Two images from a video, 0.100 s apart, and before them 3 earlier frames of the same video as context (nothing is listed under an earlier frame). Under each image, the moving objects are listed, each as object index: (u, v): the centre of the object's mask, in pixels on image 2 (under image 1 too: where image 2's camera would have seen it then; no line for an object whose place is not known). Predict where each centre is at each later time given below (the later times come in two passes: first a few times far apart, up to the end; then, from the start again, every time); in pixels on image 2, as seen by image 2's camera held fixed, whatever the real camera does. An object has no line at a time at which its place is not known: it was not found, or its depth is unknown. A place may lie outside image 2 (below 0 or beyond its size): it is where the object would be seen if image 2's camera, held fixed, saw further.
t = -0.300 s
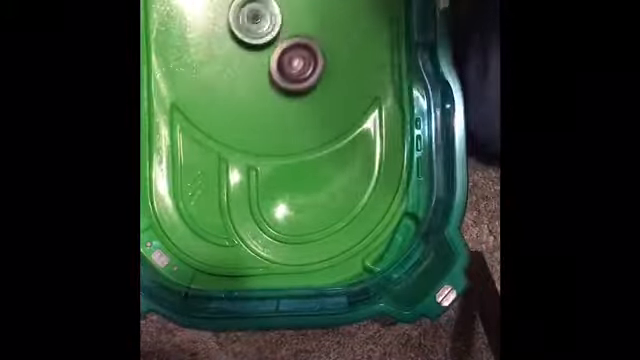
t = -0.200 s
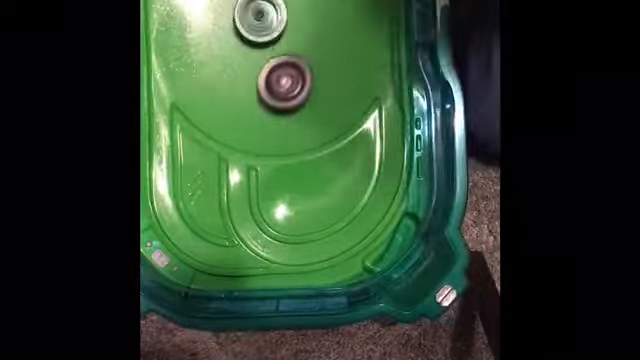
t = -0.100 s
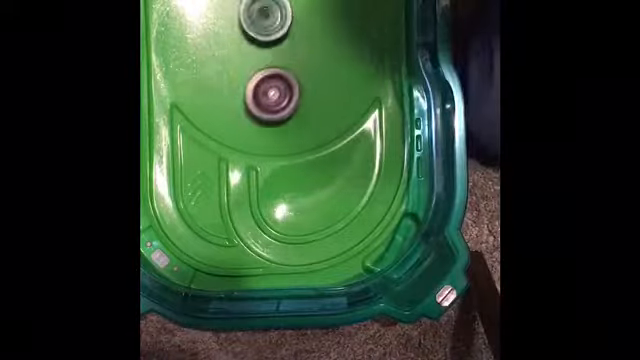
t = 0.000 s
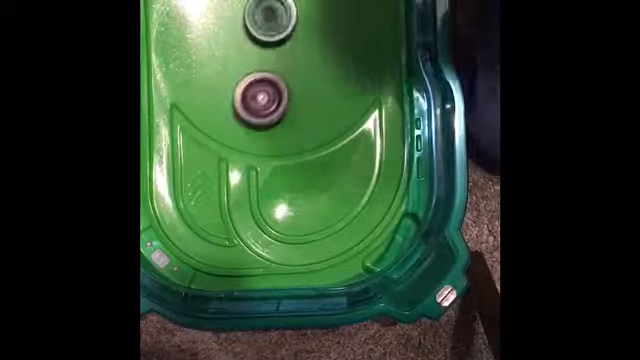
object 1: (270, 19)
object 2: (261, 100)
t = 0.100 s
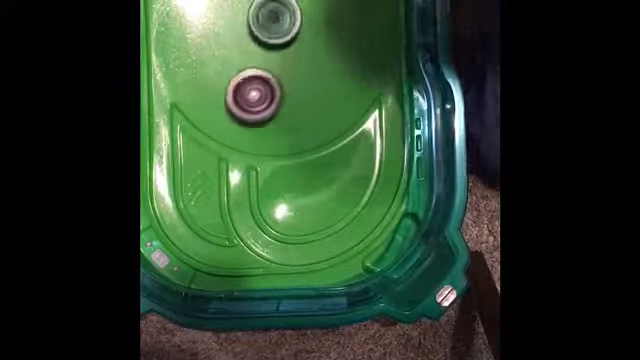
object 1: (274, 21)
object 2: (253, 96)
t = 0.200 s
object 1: (277, 24)
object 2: (247, 88)
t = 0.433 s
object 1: (284, 33)
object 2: (222, 61)
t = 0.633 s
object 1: (287, 36)
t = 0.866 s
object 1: (281, 41)
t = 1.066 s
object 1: (273, 44)
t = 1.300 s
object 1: (265, 45)
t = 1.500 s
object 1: (262, 42)
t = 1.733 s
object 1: (260, 38)
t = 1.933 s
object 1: (259, 38)
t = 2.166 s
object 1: (261, 36)
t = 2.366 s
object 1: (265, 32)
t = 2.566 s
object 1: (268, 30)
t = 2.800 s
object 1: (277, 28)
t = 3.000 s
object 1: (282, 32)
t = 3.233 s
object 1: (278, 35)
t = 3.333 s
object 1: (272, 36)
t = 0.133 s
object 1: (275, 22)
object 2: (251, 94)
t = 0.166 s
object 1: (276, 23)
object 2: (249, 91)
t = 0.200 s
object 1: (277, 24)
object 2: (247, 88)
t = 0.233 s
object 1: (277, 25)
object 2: (245, 84)
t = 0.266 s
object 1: (278, 25)
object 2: (243, 81)
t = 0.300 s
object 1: (279, 28)
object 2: (241, 77)
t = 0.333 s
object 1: (278, 30)
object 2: (239, 72)
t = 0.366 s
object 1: (279, 31)
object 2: (236, 68)
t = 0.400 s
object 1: (282, 32)
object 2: (230, 64)
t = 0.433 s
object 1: (284, 33)
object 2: (222, 61)
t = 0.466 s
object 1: (285, 33)
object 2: (215, 58)
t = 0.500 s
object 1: (286, 35)
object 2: (209, 54)
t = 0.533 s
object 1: (286, 35)
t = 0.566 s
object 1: (287, 35)
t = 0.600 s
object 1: (287, 37)
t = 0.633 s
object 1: (287, 36)
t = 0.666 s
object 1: (287, 37)
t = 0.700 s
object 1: (286, 38)
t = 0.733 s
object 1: (285, 38)
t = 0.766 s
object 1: (285, 39)
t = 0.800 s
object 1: (283, 40)
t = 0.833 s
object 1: (282, 40)
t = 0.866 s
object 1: (281, 41)
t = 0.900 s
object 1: (279, 41)
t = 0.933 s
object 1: (278, 41)
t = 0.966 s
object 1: (277, 42)
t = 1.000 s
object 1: (275, 43)
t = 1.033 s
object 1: (274, 43)
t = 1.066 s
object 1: (273, 44)
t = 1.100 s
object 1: (271, 44)
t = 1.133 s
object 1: (270, 44)
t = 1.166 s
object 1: (270, 45)
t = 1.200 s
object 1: (268, 45)
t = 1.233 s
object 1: (267, 44)
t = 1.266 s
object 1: (267, 44)
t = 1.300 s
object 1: (265, 45)
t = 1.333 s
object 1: (264, 44)
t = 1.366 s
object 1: (264, 43)
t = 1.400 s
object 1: (264, 44)
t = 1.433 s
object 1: (262, 43)
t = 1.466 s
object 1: (262, 42)
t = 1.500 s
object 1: (262, 42)
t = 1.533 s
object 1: (261, 42)
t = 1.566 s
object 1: (260, 40)
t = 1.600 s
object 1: (261, 40)
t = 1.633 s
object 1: (261, 41)
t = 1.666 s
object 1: (260, 39)
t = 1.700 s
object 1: (260, 38)
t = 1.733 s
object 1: (260, 38)
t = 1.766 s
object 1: (259, 40)
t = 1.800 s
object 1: (258, 38)
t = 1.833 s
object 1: (259, 38)
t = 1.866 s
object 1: (259, 39)
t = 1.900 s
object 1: (258, 39)
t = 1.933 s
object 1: (259, 38)
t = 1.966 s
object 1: (260, 37)
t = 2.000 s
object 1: (260, 38)
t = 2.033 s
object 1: (259, 37)
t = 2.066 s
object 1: (260, 36)
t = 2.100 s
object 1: (261, 35)
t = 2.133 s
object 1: (262, 36)
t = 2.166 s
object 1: (261, 36)
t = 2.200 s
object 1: (261, 34)
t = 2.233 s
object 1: (263, 33)
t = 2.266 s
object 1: (264, 33)
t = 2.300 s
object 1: (263, 34)
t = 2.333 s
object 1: (263, 33)
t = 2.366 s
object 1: (265, 32)
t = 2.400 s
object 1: (266, 32)
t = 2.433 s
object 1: (266, 33)
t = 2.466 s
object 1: (265, 32)
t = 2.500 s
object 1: (266, 30)
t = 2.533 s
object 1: (267, 30)
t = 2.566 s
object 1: (268, 30)
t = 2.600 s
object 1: (267, 29)
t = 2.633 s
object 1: (267, 28)
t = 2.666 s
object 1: (267, 27)
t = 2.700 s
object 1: (269, 26)
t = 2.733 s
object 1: (269, 27)
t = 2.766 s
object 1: (271, 28)
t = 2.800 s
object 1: (277, 28)
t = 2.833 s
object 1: (280, 29)
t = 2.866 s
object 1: (282, 30)
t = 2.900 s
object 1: (283, 31)
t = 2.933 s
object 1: (283, 31)
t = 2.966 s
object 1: (282, 32)
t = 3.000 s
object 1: (282, 32)
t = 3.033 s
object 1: (282, 32)
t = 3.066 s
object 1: (281, 32)
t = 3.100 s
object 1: (282, 33)
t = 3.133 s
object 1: (281, 34)
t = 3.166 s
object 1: (280, 35)
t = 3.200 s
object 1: (279, 35)
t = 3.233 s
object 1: (278, 35)
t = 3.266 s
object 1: (277, 35)
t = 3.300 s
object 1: (274, 36)
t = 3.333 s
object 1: (272, 36)
